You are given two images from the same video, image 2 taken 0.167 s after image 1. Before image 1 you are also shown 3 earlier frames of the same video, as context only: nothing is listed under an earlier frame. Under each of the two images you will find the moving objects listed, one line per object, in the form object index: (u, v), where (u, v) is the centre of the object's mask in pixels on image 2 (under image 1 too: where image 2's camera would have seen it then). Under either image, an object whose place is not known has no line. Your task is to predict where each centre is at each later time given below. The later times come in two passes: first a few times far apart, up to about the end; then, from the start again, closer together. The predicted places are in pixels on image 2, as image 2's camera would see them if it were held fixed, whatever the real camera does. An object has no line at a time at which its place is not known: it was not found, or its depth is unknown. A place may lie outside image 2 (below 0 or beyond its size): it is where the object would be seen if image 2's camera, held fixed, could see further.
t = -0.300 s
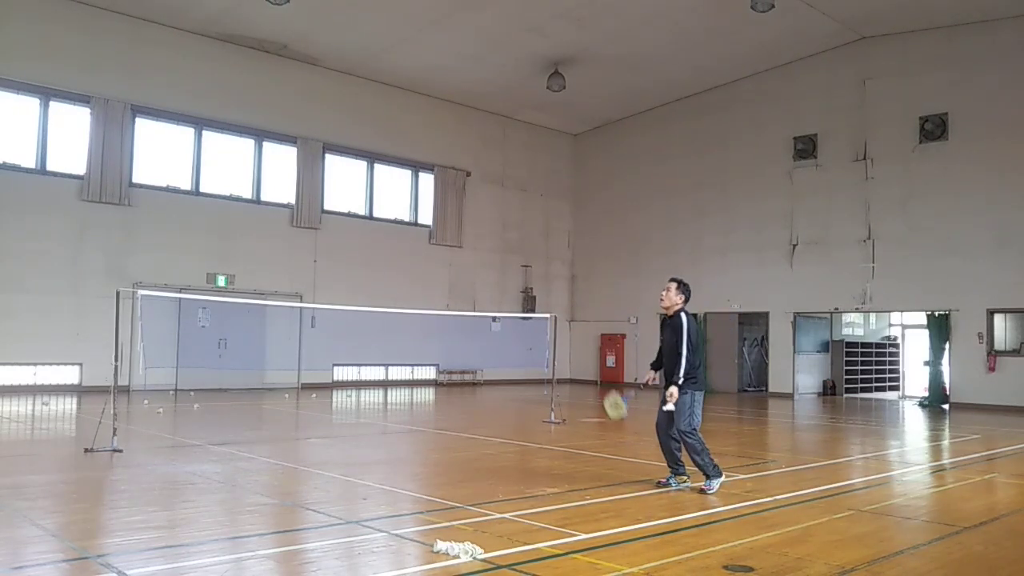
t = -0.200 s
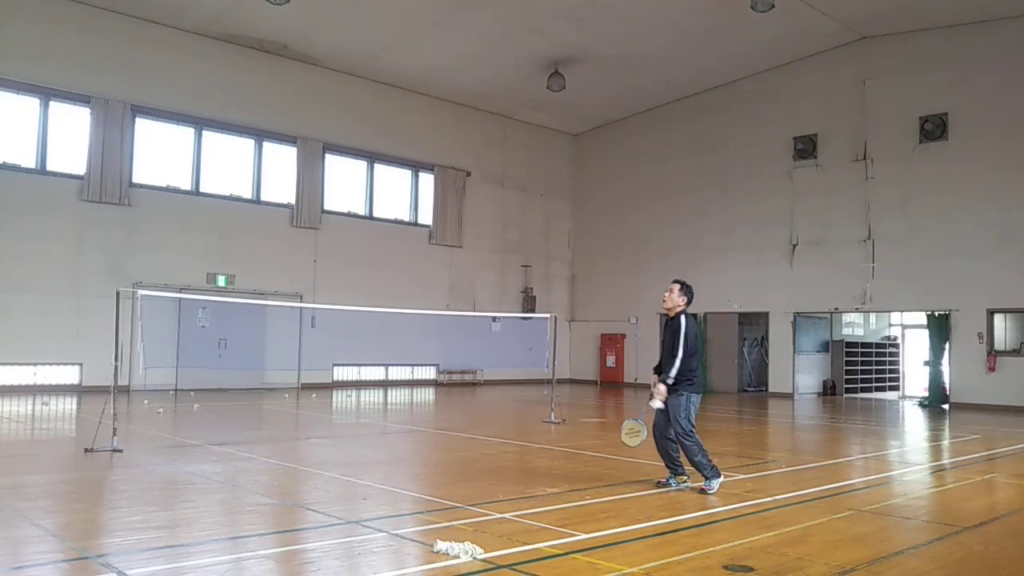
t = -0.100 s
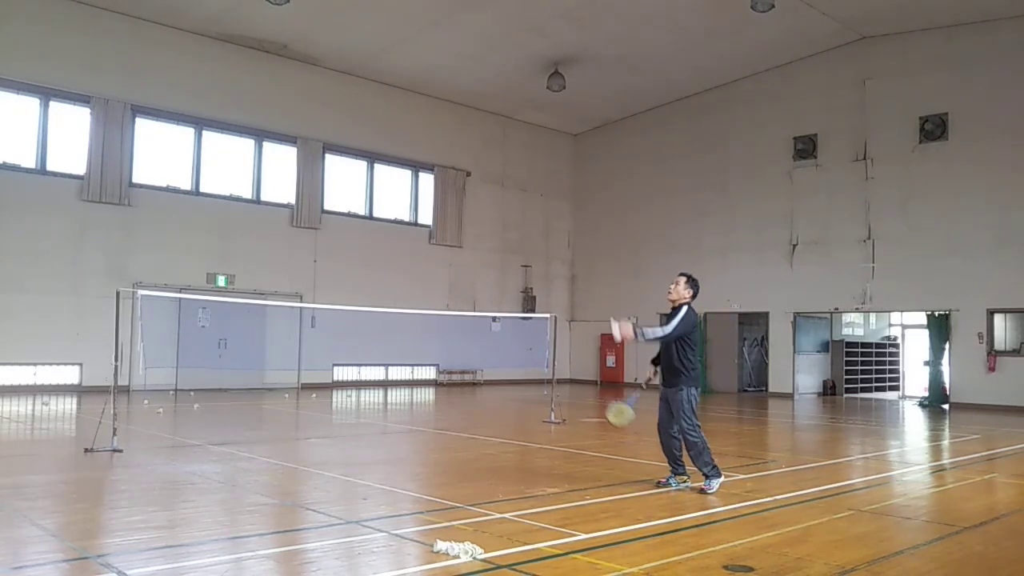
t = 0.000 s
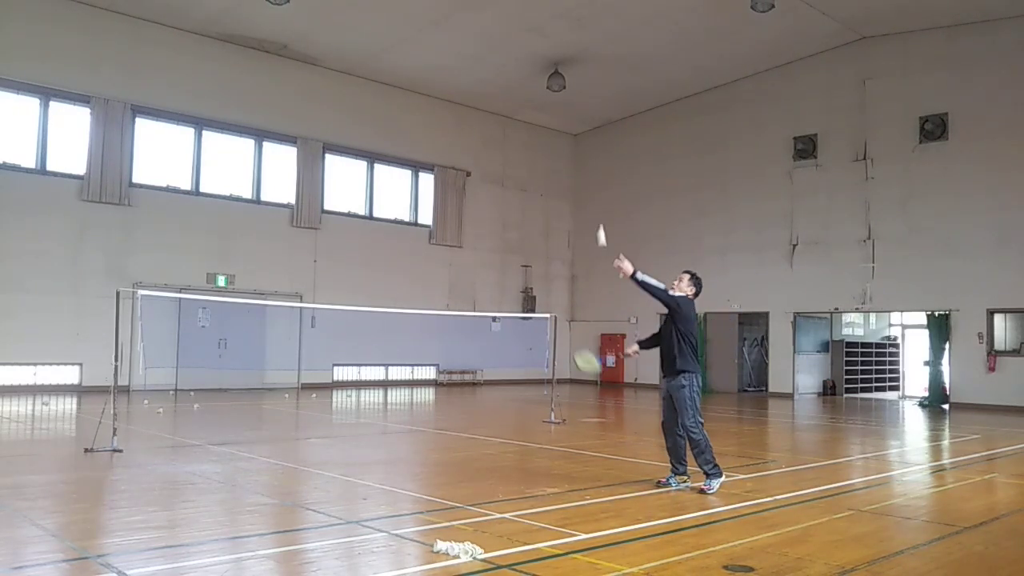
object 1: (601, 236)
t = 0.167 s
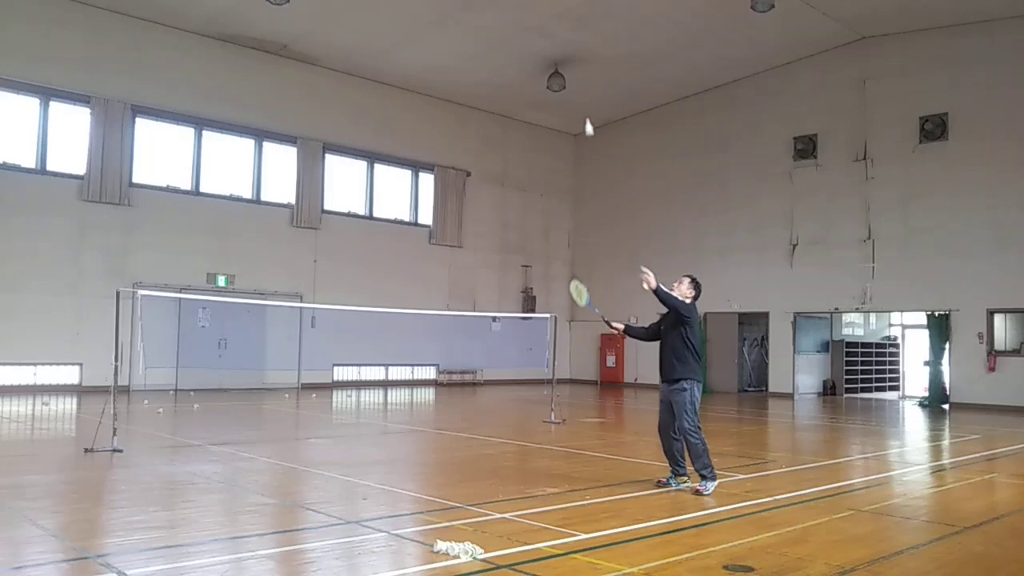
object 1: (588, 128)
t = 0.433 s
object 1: (568, 47)
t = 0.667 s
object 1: (550, 49)
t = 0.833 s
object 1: (536, 84)
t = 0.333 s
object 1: (575, 66)
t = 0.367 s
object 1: (573, 58)
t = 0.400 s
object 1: (570, 52)
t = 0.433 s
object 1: (568, 47)
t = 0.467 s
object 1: (565, 43)
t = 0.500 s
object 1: (562, 40)
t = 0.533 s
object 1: (560, 40)
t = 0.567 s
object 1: (557, 40)
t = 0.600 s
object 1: (554, 42)
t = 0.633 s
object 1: (552, 44)
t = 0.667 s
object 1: (550, 49)
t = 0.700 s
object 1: (547, 54)
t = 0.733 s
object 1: (545, 60)
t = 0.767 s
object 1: (543, 67)
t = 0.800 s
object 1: (540, 74)
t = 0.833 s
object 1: (536, 84)
